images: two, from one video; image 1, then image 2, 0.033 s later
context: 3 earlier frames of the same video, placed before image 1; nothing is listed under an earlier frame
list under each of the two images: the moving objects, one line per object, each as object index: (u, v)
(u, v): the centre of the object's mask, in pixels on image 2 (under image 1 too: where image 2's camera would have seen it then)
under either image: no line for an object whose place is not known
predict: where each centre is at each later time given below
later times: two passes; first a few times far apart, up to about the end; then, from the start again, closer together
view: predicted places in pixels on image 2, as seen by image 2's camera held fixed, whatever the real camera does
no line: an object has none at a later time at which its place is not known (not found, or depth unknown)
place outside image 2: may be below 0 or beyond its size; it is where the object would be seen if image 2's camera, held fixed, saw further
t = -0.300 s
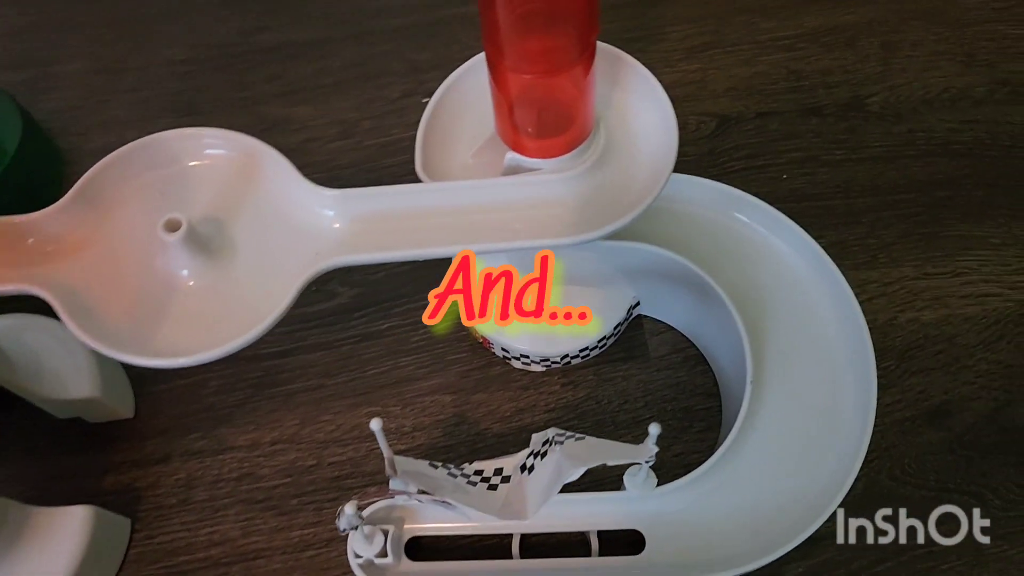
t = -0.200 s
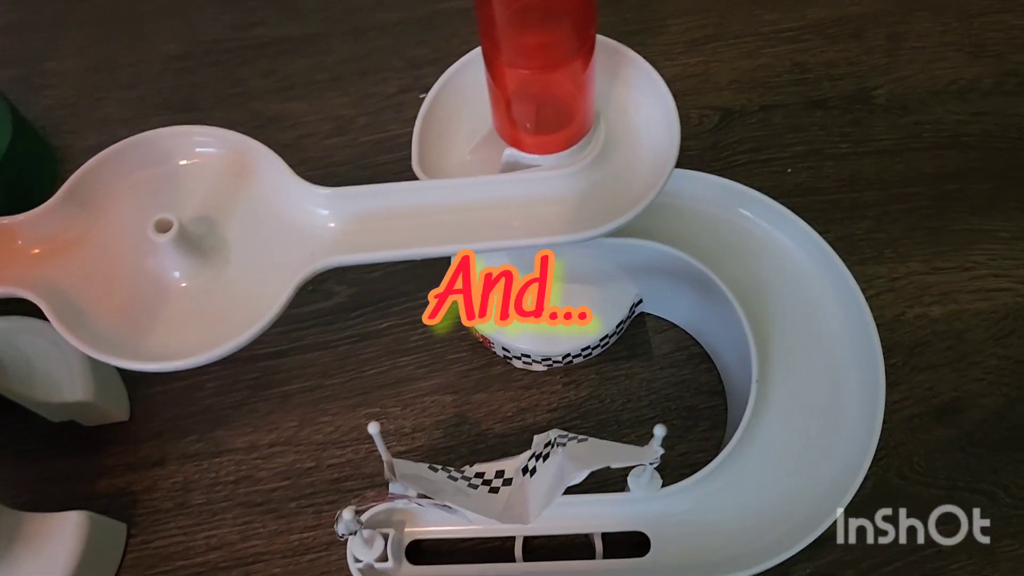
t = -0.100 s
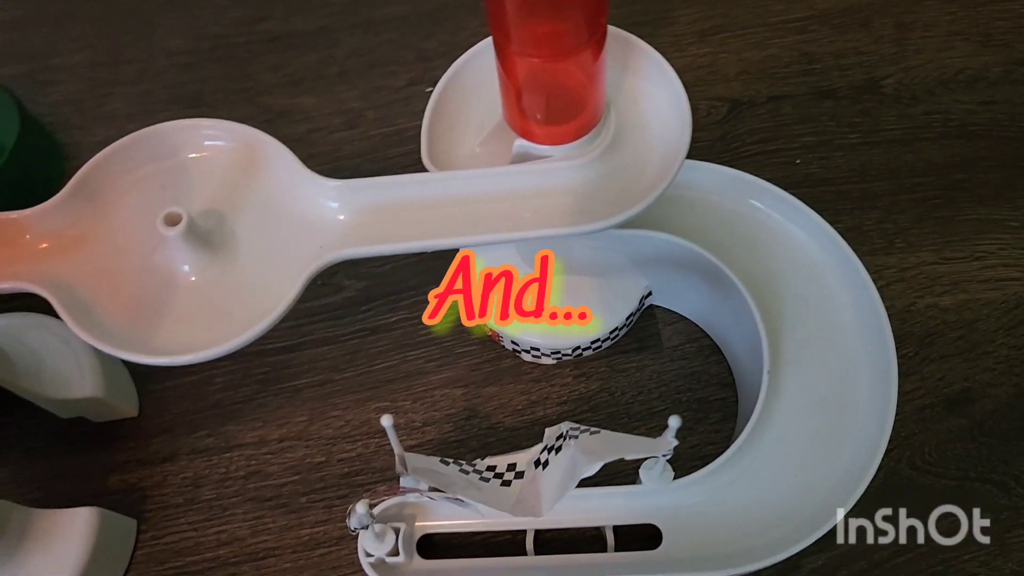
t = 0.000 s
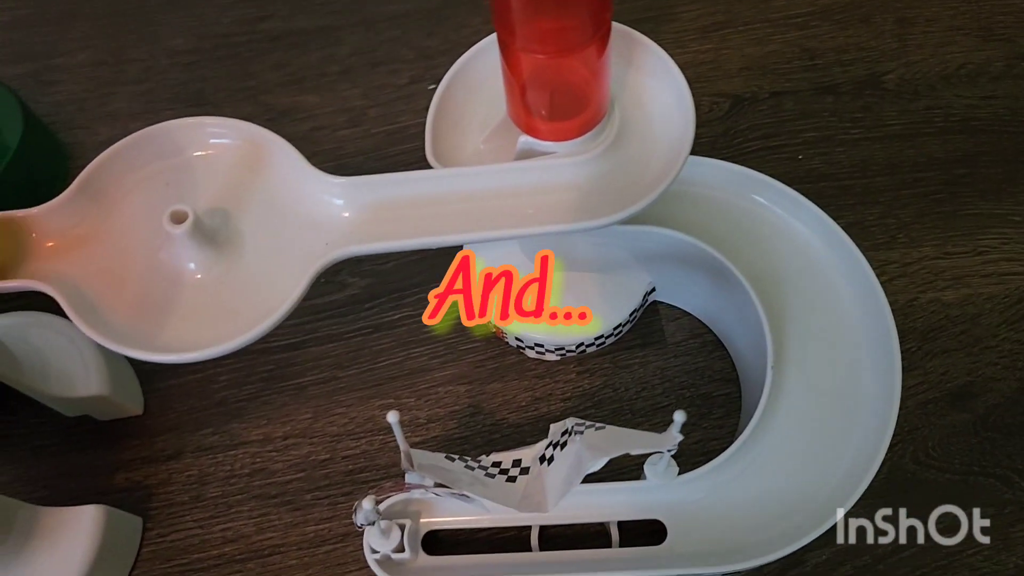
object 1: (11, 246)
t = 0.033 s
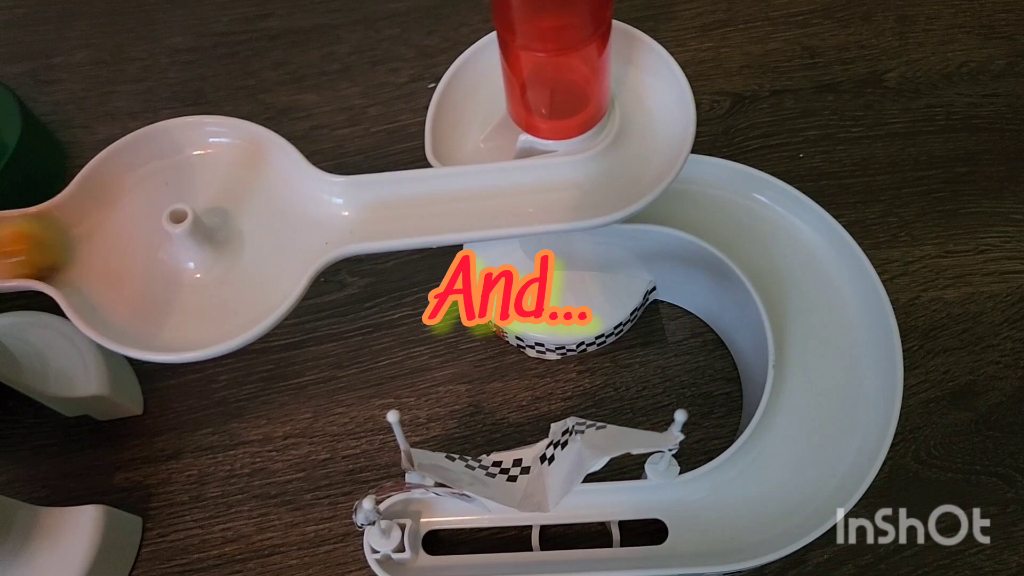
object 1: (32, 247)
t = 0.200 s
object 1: (147, 195)
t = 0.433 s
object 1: (262, 173)
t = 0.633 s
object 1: (288, 225)
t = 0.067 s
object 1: (84, 238)
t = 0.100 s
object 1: (138, 230)
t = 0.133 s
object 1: (134, 211)
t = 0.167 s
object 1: (143, 211)
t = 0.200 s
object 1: (147, 195)
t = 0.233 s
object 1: (159, 179)
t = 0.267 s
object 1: (174, 167)
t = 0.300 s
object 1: (186, 150)
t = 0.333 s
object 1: (204, 152)
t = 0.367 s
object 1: (222, 159)
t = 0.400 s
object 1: (239, 165)
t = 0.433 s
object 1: (262, 173)
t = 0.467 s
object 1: (278, 185)
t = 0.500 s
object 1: (286, 205)
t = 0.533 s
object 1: (297, 225)
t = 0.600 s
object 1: (297, 235)
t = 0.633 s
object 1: (288, 225)
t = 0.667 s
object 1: (284, 217)
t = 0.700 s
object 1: (282, 209)
